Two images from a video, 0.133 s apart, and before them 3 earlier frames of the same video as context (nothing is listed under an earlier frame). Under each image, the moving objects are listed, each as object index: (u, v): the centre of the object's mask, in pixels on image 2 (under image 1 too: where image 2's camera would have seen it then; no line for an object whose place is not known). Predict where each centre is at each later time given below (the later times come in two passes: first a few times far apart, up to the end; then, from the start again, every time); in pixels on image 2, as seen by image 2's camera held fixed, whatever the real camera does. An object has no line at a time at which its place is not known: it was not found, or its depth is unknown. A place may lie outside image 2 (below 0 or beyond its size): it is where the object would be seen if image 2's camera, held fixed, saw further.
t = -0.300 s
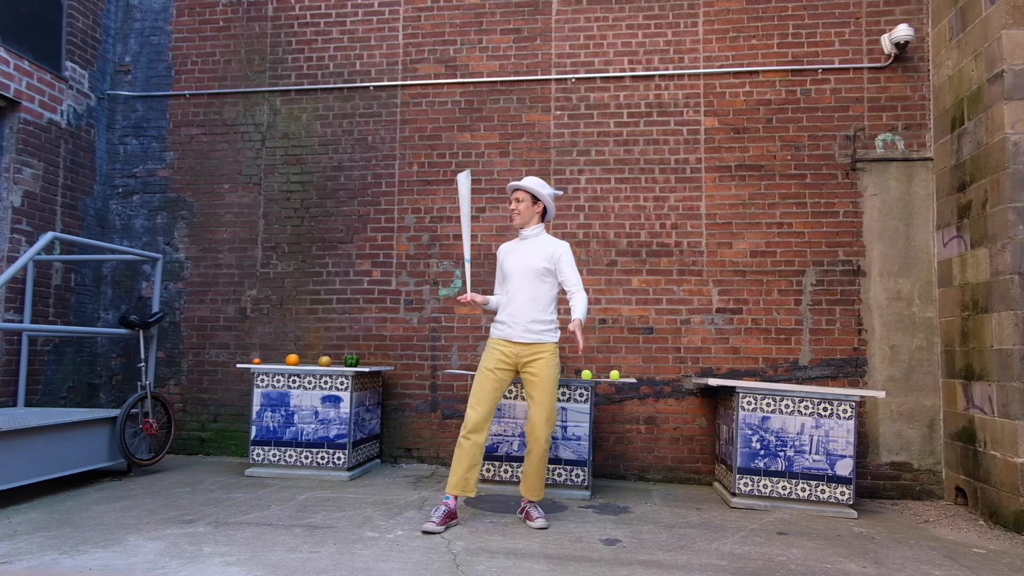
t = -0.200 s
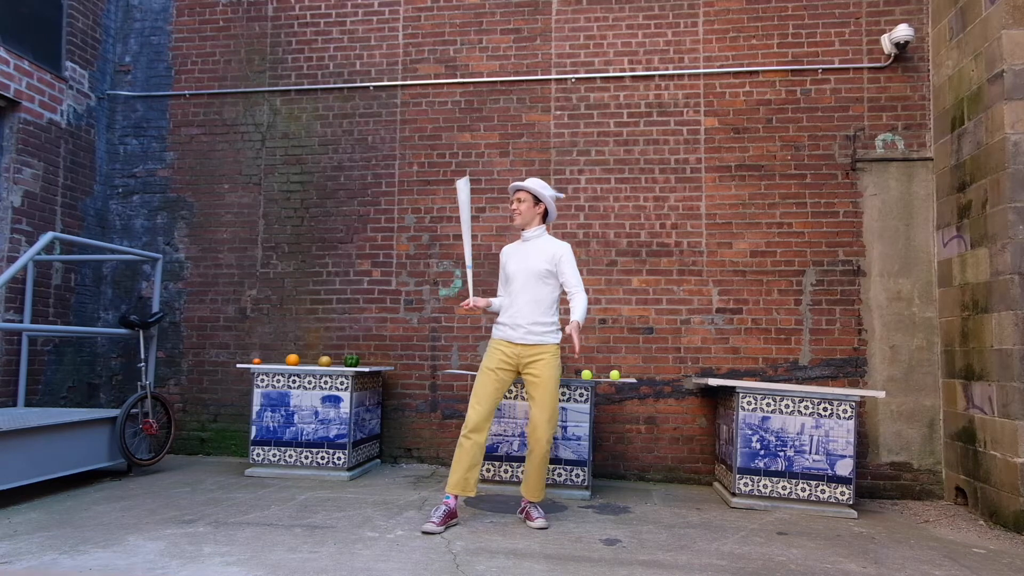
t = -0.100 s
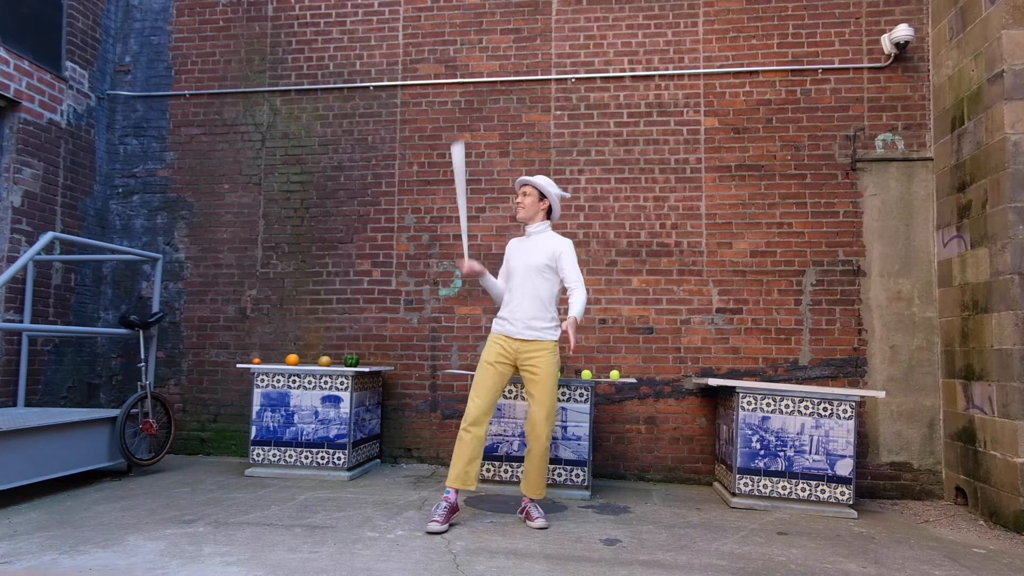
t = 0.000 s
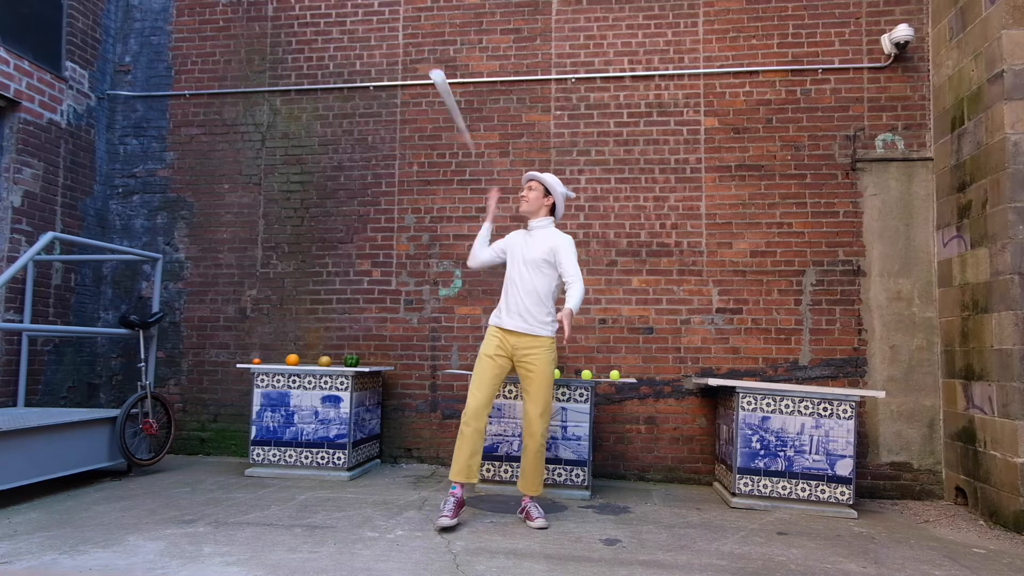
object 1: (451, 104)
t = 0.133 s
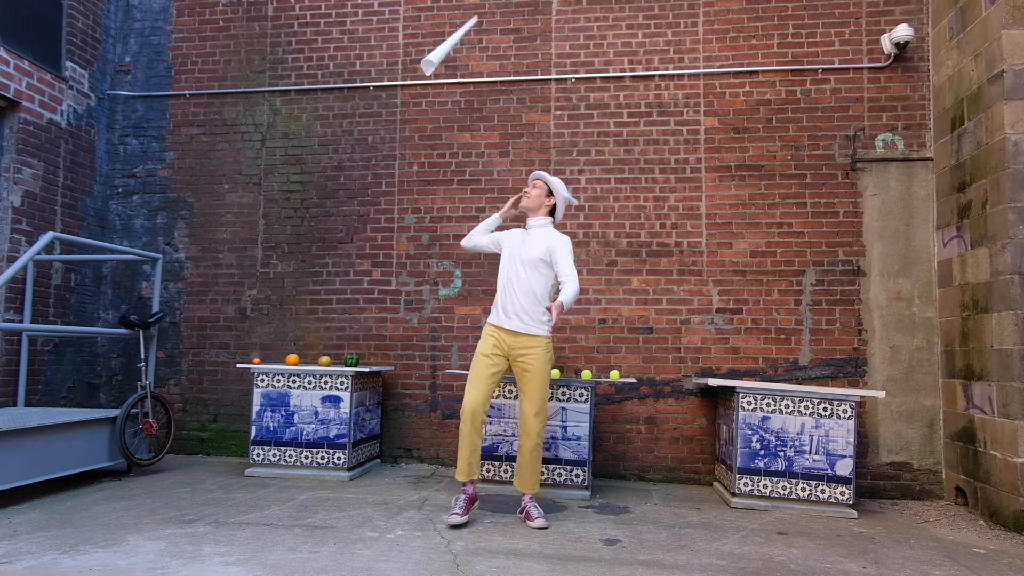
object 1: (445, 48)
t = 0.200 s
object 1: (444, 42)
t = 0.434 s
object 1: (453, 43)
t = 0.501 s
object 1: (453, 49)
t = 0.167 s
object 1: (445, 42)
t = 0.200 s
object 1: (444, 42)
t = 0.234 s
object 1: (445, 41)
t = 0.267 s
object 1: (446, 41)
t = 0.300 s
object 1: (448, 41)
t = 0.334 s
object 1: (450, 41)
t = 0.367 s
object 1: (451, 41)
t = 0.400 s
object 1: (452, 42)
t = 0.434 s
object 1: (453, 43)
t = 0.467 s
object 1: (453, 47)
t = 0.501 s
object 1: (453, 49)
